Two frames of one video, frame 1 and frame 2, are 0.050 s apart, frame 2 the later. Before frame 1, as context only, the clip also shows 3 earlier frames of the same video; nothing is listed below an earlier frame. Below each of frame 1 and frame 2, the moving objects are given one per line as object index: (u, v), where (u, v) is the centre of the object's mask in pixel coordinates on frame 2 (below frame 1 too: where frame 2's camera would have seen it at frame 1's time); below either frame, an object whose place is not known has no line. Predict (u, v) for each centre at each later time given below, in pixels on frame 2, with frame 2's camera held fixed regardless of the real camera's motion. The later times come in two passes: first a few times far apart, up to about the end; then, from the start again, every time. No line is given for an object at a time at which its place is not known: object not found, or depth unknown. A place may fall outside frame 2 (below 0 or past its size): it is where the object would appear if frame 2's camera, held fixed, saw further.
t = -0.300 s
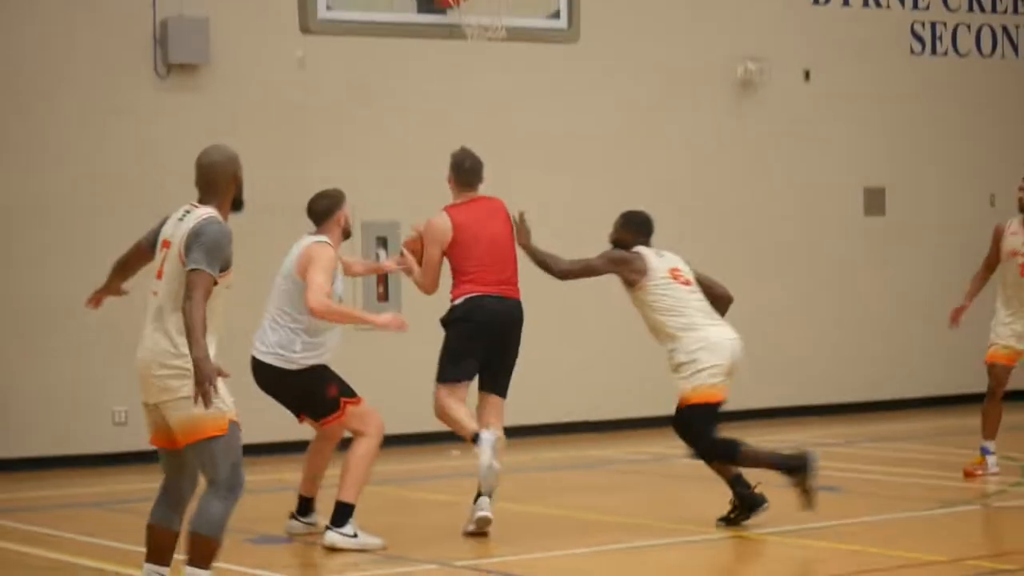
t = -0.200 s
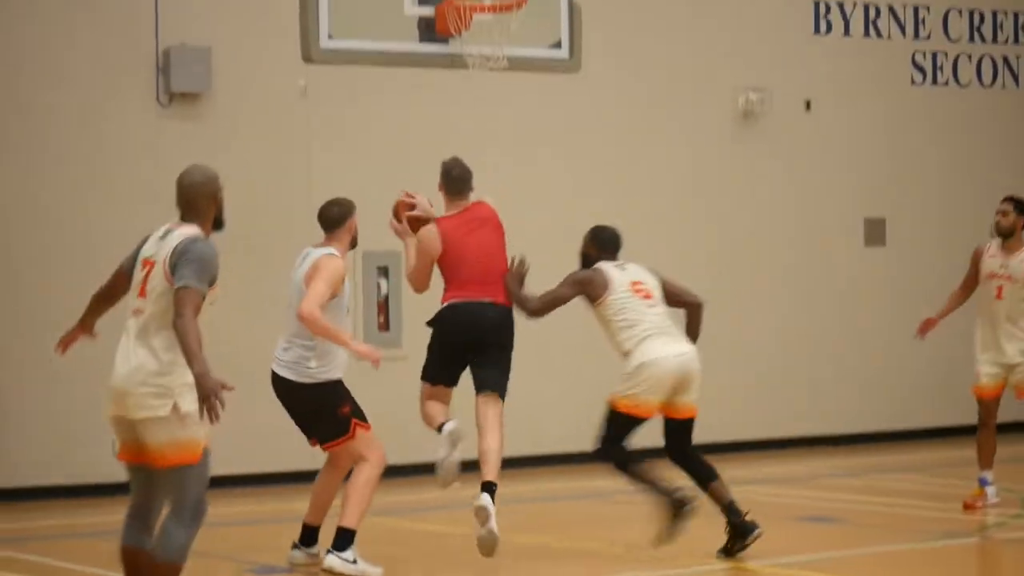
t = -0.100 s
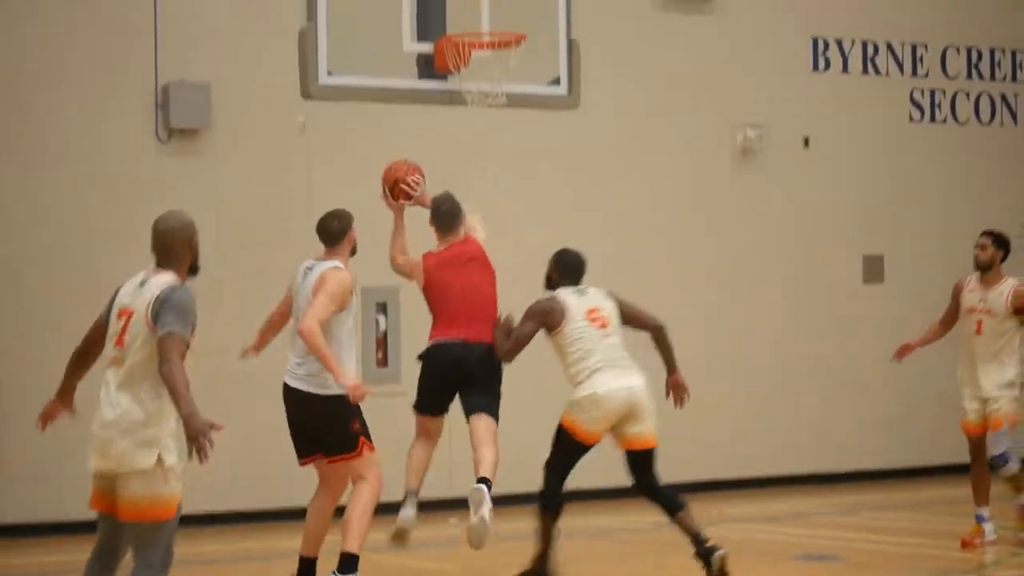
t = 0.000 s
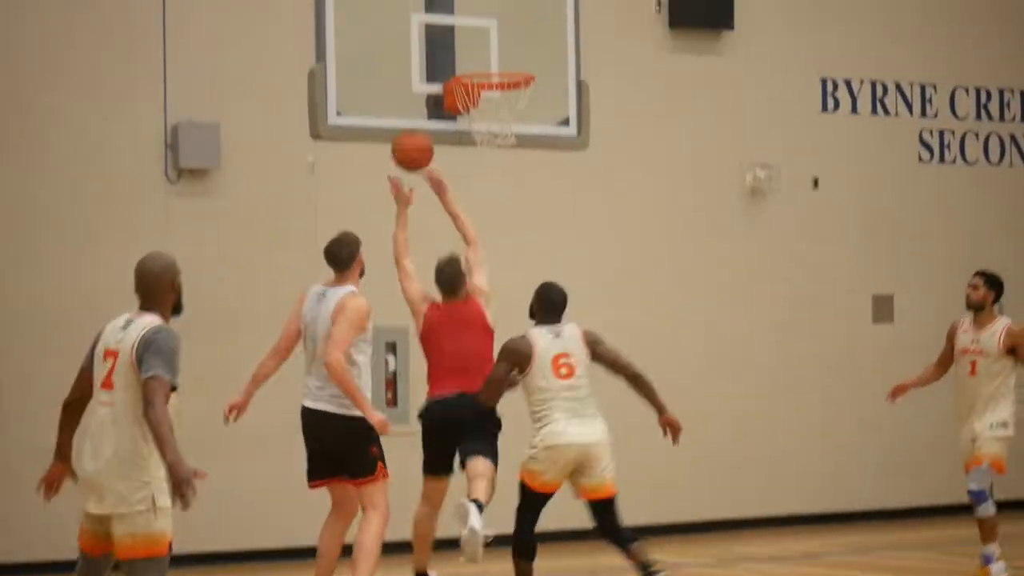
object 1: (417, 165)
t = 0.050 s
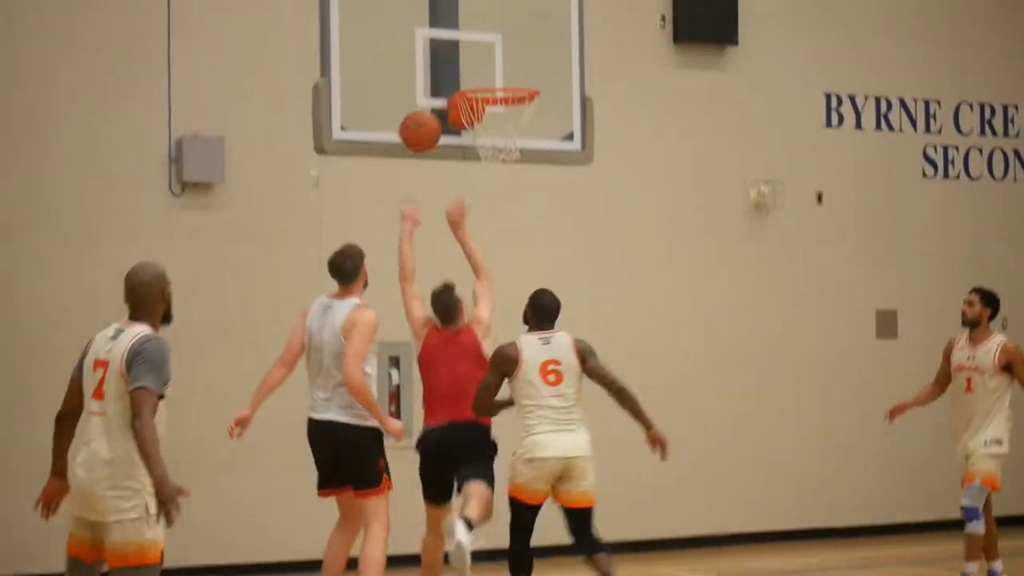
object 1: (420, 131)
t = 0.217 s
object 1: (431, 52)
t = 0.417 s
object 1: (483, 42)
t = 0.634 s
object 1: (498, 73)
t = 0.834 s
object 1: (504, 74)
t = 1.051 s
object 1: (492, 80)
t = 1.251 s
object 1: (481, 145)
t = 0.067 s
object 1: (421, 120)
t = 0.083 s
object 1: (422, 111)
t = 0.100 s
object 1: (423, 102)
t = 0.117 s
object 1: (424, 93)
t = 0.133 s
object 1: (425, 84)
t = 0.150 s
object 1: (426, 77)
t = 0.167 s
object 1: (427, 70)
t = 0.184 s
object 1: (429, 63)
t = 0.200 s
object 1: (430, 57)
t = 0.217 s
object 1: (431, 52)
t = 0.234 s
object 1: (432, 46)
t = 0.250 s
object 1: (436, 44)
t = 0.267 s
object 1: (440, 41)
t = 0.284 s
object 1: (446, 39)
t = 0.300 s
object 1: (451, 38)
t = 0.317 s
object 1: (455, 38)
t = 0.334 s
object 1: (459, 38)
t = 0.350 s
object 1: (464, 37)
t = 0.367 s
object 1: (469, 38)
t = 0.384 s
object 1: (474, 39)
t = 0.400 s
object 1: (479, 41)
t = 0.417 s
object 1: (483, 42)
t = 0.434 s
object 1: (488, 45)
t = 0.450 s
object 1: (493, 48)
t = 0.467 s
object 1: (498, 52)
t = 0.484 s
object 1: (503, 56)
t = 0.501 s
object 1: (508, 60)
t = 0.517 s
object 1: (512, 65)
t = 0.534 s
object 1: (517, 69)
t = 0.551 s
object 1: (522, 72)
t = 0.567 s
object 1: (521, 74)
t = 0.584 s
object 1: (515, 73)
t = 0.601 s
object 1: (509, 73)
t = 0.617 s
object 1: (504, 73)
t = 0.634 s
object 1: (498, 73)
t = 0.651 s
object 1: (493, 74)
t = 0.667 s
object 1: (487, 75)
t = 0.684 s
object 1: (481, 76)
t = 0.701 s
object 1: (475, 77)
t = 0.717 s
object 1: (476, 77)
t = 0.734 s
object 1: (480, 76)
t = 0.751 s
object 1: (484, 75)
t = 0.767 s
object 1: (489, 74)
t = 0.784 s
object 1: (492, 73)
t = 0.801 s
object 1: (496, 73)
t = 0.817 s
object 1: (500, 74)
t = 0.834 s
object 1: (504, 74)
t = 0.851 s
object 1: (507, 75)
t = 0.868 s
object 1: (512, 76)
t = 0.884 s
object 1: (516, 77)
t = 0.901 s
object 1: (517, 77)
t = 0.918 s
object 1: (513, 76)
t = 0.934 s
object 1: (511, 76)
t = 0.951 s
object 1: (508, 76)
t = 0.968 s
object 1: (505, 76)
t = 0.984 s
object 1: (503, 77)
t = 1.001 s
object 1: (500, 78)
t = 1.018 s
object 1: (497, 78)
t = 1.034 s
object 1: (494, 79)
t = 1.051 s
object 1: (492, 80)
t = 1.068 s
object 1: (492, 94)
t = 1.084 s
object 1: (485, 84)
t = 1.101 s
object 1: (483, 108)
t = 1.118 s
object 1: (485, 109)
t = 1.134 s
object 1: (483, 112)
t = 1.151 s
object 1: (481, 114)
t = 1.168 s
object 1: (481, 117)
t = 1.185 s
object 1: (480, 122)
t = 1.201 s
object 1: (479, 126)
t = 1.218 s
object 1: (483, 135)
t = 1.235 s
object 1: (481, 139)
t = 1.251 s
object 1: (481, 145)
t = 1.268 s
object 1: (481, 149)
